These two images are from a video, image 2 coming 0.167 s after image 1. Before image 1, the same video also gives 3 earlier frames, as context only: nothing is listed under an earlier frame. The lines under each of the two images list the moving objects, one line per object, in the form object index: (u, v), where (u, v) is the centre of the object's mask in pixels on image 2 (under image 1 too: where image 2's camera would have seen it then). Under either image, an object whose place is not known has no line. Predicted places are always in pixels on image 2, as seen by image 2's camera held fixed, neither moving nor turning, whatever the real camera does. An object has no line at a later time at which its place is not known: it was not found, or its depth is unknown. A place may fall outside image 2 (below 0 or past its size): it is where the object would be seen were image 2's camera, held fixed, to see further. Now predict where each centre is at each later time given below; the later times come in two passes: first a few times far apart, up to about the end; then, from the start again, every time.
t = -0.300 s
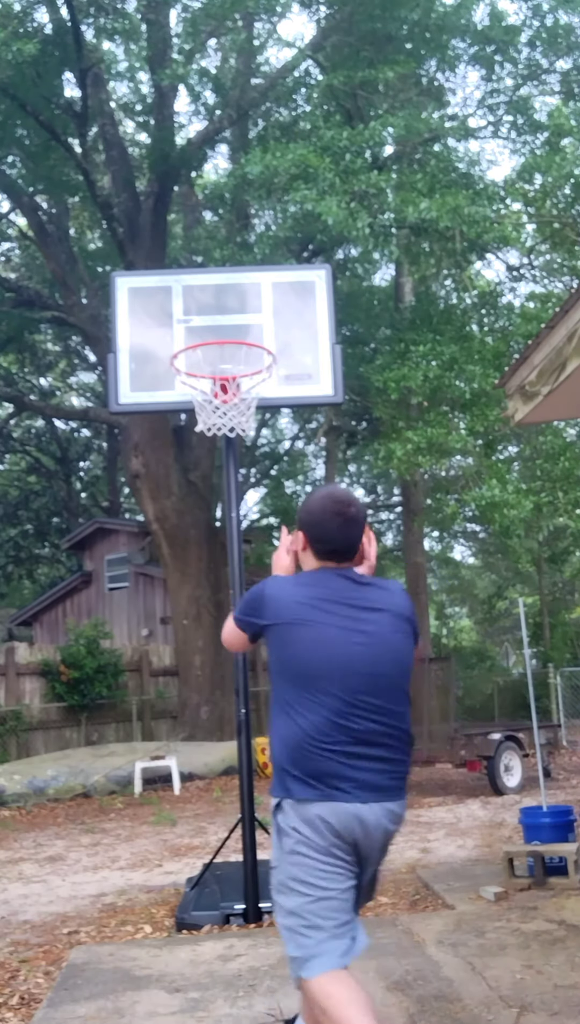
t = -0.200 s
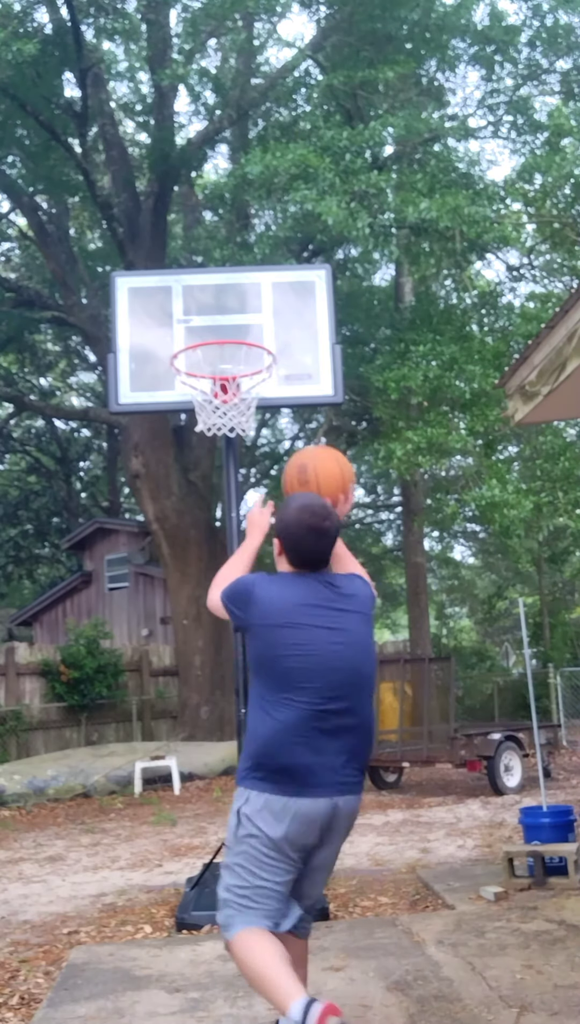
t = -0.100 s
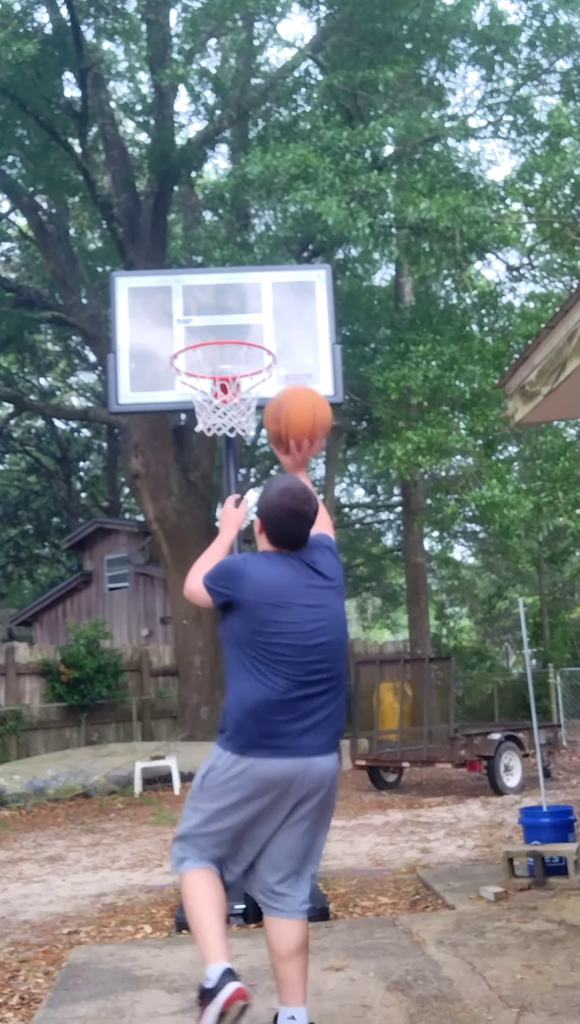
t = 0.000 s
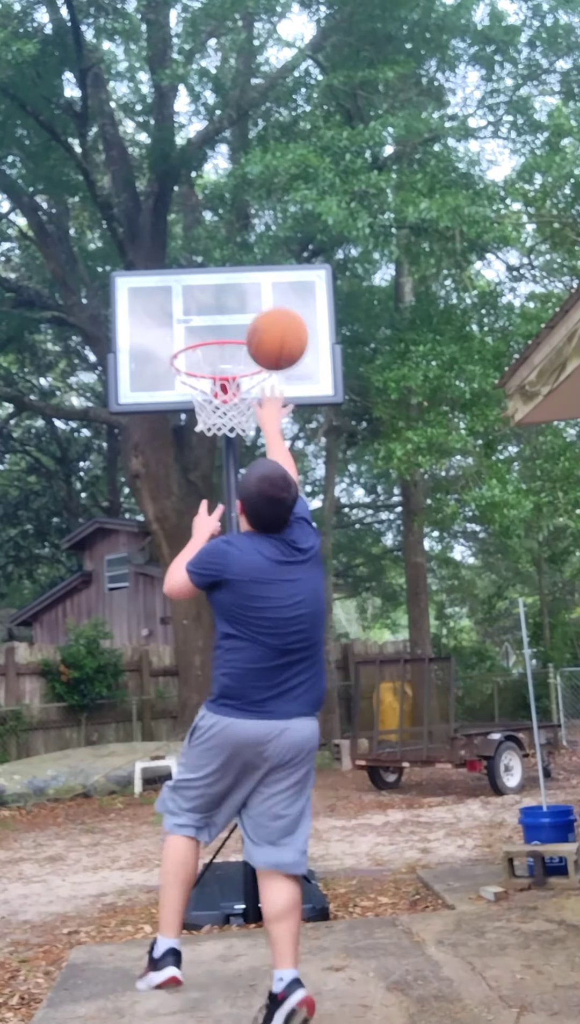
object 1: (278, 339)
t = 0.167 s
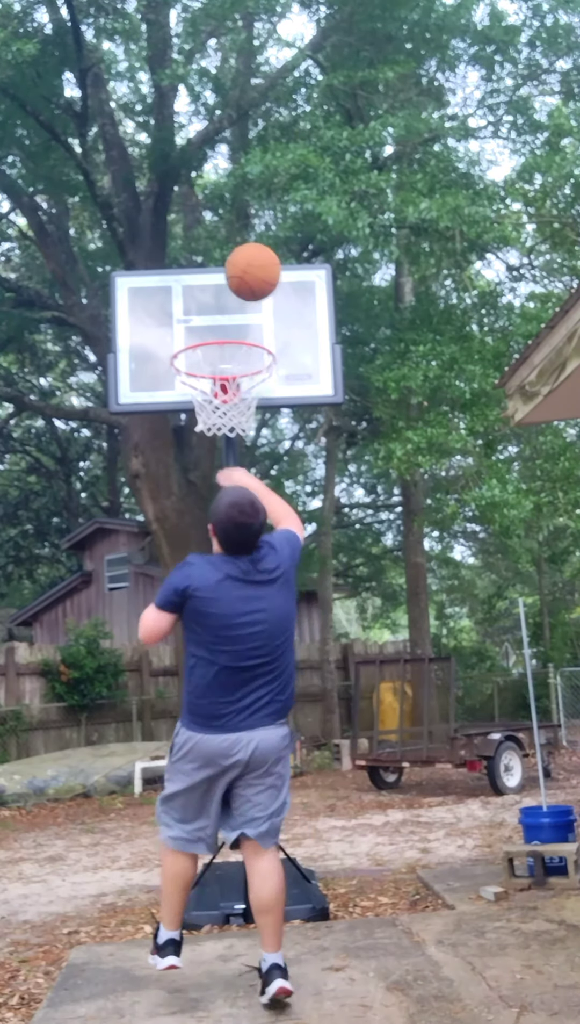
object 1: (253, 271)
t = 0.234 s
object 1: (245, 265)
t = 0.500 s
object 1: (225, 309)
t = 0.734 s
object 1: (222, 376)
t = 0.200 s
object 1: (249, 267)
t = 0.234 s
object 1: (245, 265)
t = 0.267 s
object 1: (242, 266)
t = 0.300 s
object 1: (239, 269)
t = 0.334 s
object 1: (236, 273)
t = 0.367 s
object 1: (234, 280)
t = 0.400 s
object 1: (231, 289)
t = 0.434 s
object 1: (229, 300)
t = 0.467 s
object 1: (227, 309)
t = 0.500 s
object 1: (225, 309)
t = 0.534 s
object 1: (222, 313)
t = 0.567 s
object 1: (220, 317)
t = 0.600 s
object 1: (217, 324)
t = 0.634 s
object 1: (215, 337)
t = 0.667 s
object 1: (213, 350)
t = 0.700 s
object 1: (216, 363)
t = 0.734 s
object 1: (222, 376)
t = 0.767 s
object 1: (226, 391)
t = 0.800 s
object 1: (232, 411)
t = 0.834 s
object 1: (237, 432)
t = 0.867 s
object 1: (241, 450)
